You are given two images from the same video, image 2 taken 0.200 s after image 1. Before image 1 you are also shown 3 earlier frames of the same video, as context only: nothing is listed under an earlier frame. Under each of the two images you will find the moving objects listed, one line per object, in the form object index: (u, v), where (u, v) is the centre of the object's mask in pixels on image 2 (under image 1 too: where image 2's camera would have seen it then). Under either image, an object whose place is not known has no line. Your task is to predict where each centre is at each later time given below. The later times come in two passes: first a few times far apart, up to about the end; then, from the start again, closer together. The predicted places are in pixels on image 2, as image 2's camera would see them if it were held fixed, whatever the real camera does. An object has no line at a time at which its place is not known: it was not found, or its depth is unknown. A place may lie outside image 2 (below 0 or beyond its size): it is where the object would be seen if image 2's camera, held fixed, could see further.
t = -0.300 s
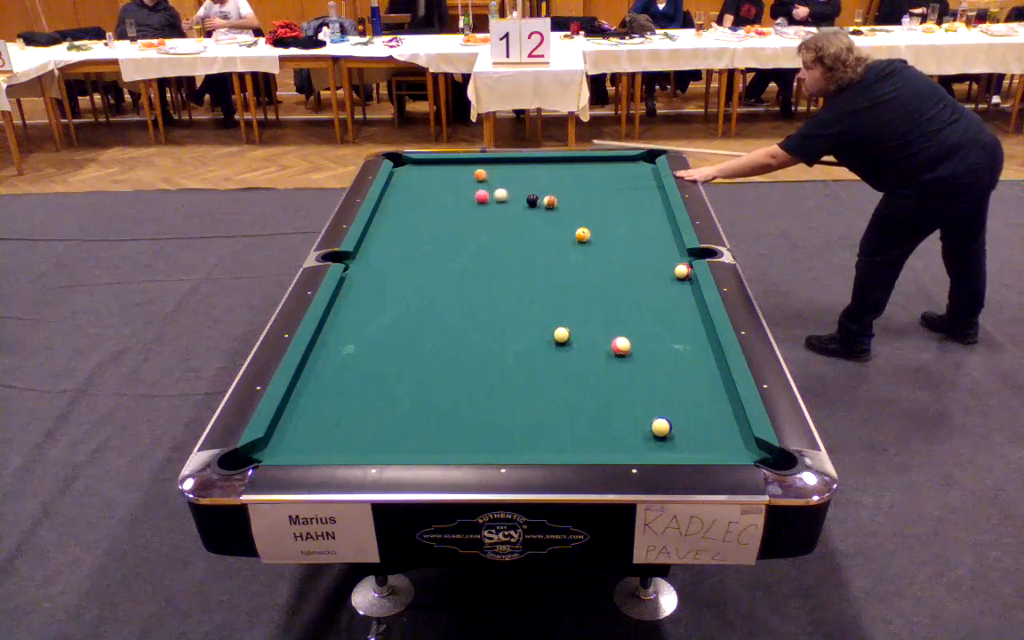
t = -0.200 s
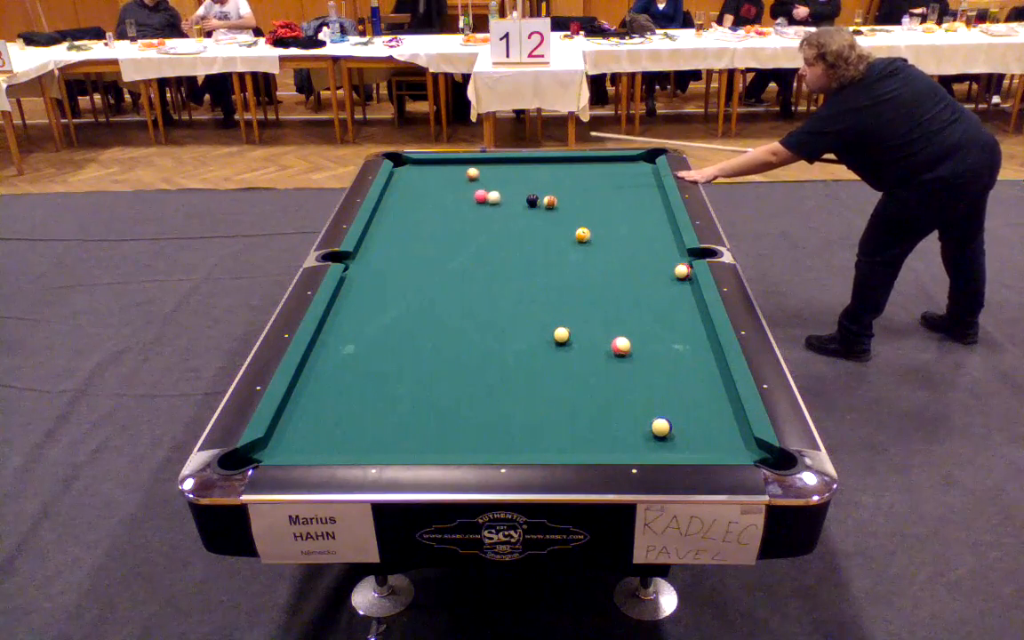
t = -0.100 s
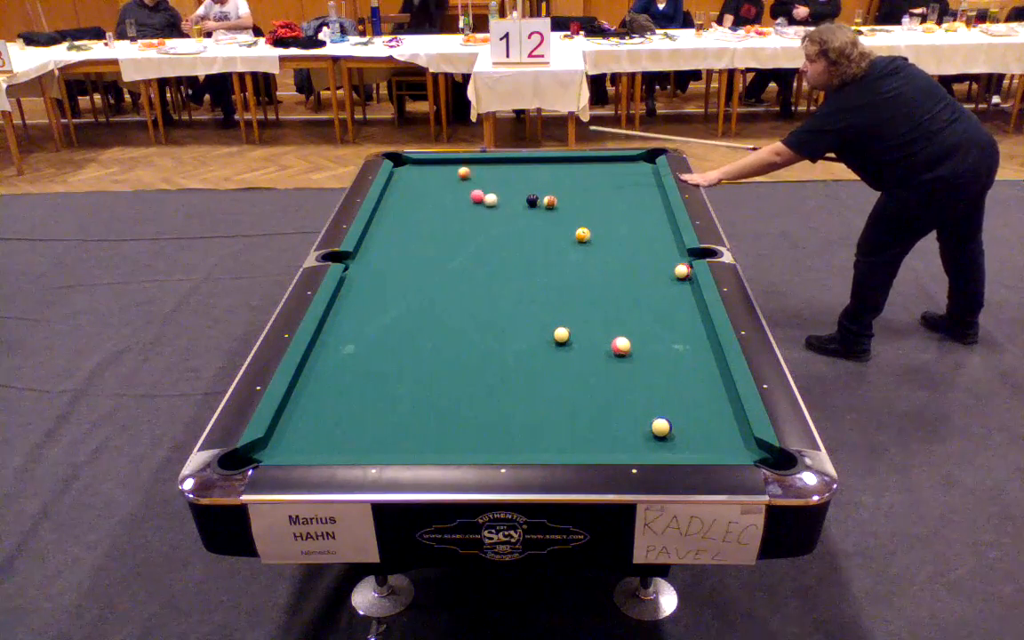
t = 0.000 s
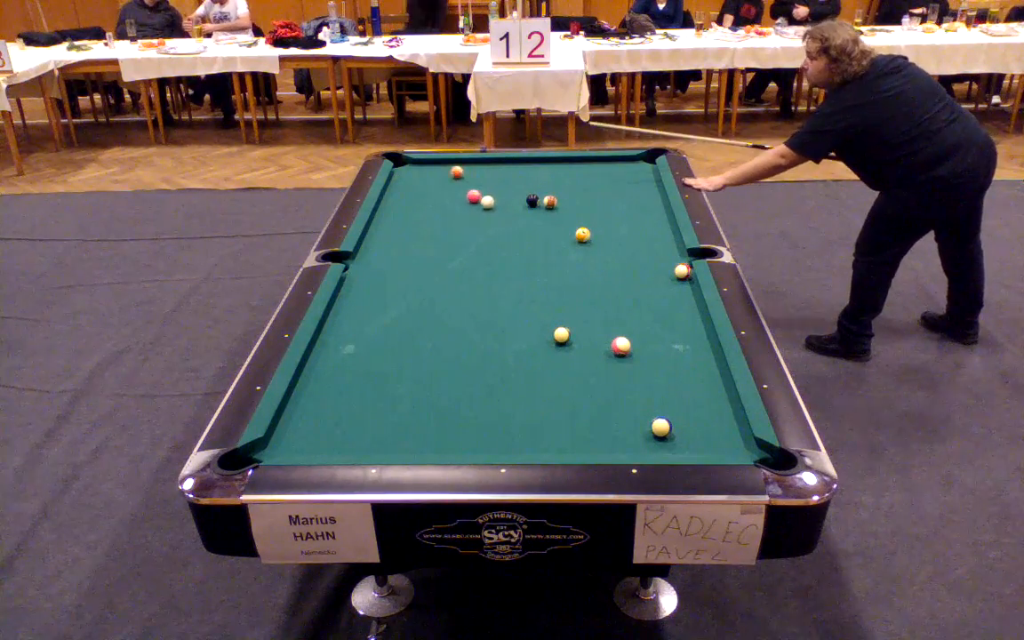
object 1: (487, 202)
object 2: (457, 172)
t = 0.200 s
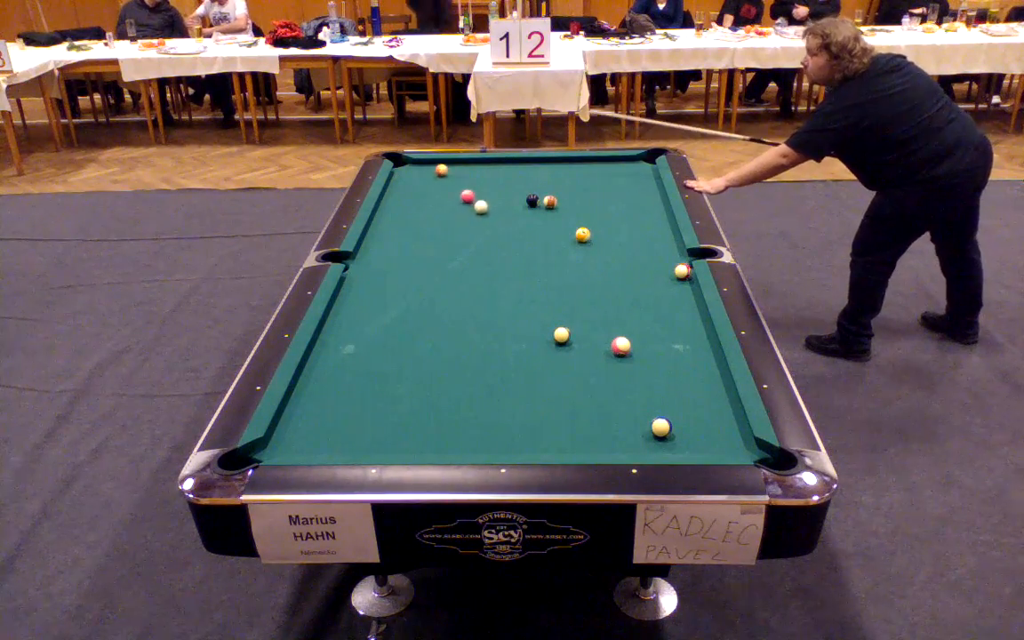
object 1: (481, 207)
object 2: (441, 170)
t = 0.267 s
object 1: (479, 209)
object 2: (436, 169)
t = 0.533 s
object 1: (470, 215)
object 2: (418, 167)
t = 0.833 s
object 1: (462, 221)
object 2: (399, 164)
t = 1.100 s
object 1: (454, 226)
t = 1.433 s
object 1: (446, 232)
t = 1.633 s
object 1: (441, 235)
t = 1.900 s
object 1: (435, 239)
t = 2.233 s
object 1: (428, 244)
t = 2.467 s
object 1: (424, 246)
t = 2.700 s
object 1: (420, 249)
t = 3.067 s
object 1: (415, 251)
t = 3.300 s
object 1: (413, 253)
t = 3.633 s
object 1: (411, 254)
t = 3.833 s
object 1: (411, 254)
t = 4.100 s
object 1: (411, 254)
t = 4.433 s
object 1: (411, 254)
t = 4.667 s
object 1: (411, 254)
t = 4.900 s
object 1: (411, 254)
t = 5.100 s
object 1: (411, 254)
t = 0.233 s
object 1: (480, 208)
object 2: (438, 170)
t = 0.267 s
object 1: (479, 209)
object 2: (436, 169)
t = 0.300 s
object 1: (478, 209)
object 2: (434, 169)
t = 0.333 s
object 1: (477, 210)
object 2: (431, 169)
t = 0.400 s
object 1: (475, 211)
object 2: (427, 168)
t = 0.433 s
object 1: (474, 212)
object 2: (425, 168)
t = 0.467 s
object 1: (473, 213)
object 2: (422, 167)
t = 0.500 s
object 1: (471, 214)
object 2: (420, 167)
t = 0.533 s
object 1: (470, 215)
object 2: (418, 167)
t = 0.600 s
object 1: (468, 216)
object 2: (413, 166)
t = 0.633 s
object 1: (468, 217)
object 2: (412, 166)
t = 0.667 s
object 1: (467, 217)
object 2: (409, 166)
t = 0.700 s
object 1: (466, 218)
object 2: (407, 165)
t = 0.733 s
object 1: (465, 219)
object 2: (405, 165)
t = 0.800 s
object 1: (463, 220)
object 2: (401, 165)
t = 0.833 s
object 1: (462, 221)
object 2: (399, 164)
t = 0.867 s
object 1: (461, 221)
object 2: (399, 164)
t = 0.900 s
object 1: (460, 222)
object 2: (399, 163)
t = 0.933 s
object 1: (459, 223)
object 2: (399, 163)
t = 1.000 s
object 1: (457, 224)
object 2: (400, 162)
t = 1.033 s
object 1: (456, 225)
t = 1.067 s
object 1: (455, 225)
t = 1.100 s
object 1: (454, 226)
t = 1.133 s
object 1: (454, 227)
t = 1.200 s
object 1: (452, 228)
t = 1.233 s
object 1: (451, 228)
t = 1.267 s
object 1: (449, 230)
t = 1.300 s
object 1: (448, 230)
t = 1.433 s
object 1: (446, 232)
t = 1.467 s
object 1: (445, 233)
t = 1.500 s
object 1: (444, 233)
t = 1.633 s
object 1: (441, 235)
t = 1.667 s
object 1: (440, 236)
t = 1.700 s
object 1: (439, 236)
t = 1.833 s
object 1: (436, 238)
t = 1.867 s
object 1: (436, 239)
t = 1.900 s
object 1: (435, 239)
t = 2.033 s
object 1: (432, 241)
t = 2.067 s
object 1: (431, 242)
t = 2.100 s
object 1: (430, 242)
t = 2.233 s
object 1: (428, 244)
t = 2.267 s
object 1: (427, 244)
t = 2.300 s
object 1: (427, 245)
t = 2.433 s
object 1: (424, 246)
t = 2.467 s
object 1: (424, 246)
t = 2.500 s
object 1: (423, 247)
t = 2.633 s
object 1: (421, 248)
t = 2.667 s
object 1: (421, 248)
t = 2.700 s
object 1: (420, 249)
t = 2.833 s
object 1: (418, 250)
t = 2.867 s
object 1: (417, 250)
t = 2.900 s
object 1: (417, 250)
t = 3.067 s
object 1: (415, 251)
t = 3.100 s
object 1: (415, 252)
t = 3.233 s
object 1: (414, 252)
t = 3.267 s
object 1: (413, 253)
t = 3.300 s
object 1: (413, 253)
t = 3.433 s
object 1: (412, 253)
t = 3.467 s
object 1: (412, 253)
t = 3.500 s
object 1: (412, 253)
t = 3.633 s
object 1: (411, 254)
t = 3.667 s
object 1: (411, 254)
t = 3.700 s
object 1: (411, 254)
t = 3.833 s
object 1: (411, 254)
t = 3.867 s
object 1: (411, 254)
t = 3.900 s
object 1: (411, 254)
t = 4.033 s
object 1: (411, 254)
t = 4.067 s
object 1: (411, 254)
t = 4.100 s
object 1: (411, 254)
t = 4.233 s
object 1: (411, 254)
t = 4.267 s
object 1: (411, 254)
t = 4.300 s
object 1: (411, 254)
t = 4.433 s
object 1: (411, 254)
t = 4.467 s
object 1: (411, 254)
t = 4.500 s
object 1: (411, 254)
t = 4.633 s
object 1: (411, 254)
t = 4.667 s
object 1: (411, 254)
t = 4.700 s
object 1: (411, 254)
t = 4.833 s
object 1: (411, 254)
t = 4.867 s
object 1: (411, 254)
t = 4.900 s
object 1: (411, 254)
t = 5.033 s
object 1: (411, 254)
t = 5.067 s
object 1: (411, 254)
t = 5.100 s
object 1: (411, 254)
